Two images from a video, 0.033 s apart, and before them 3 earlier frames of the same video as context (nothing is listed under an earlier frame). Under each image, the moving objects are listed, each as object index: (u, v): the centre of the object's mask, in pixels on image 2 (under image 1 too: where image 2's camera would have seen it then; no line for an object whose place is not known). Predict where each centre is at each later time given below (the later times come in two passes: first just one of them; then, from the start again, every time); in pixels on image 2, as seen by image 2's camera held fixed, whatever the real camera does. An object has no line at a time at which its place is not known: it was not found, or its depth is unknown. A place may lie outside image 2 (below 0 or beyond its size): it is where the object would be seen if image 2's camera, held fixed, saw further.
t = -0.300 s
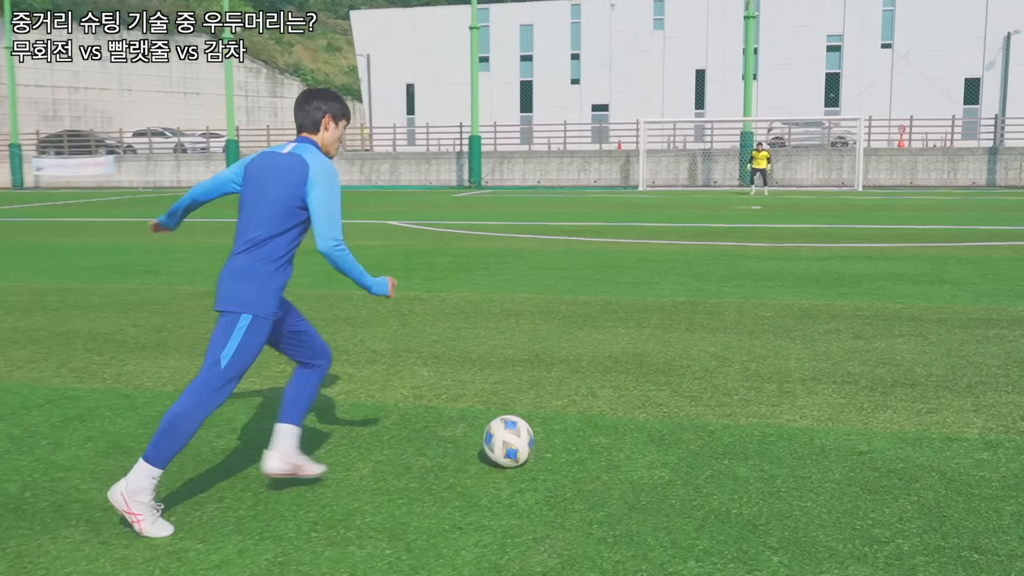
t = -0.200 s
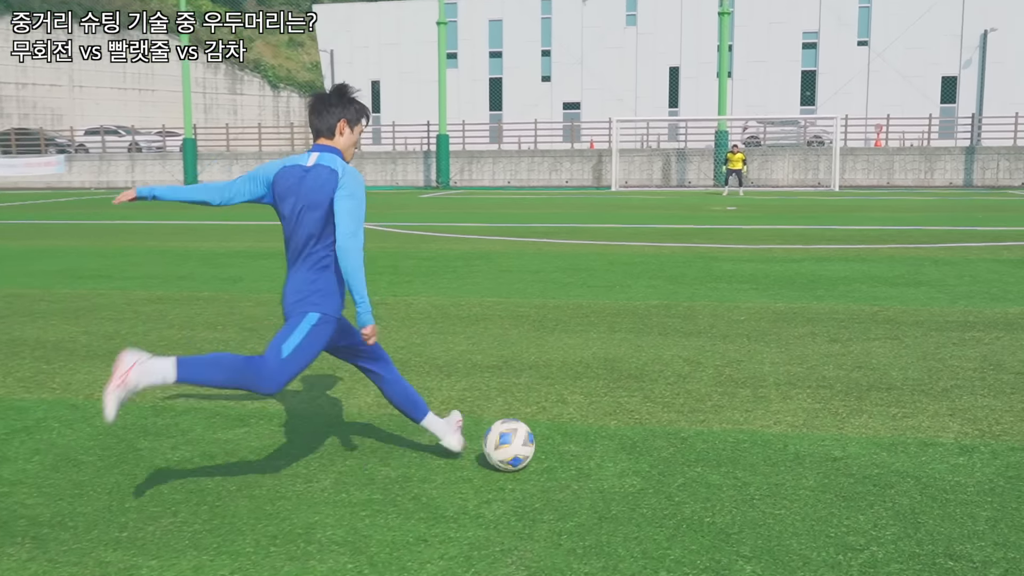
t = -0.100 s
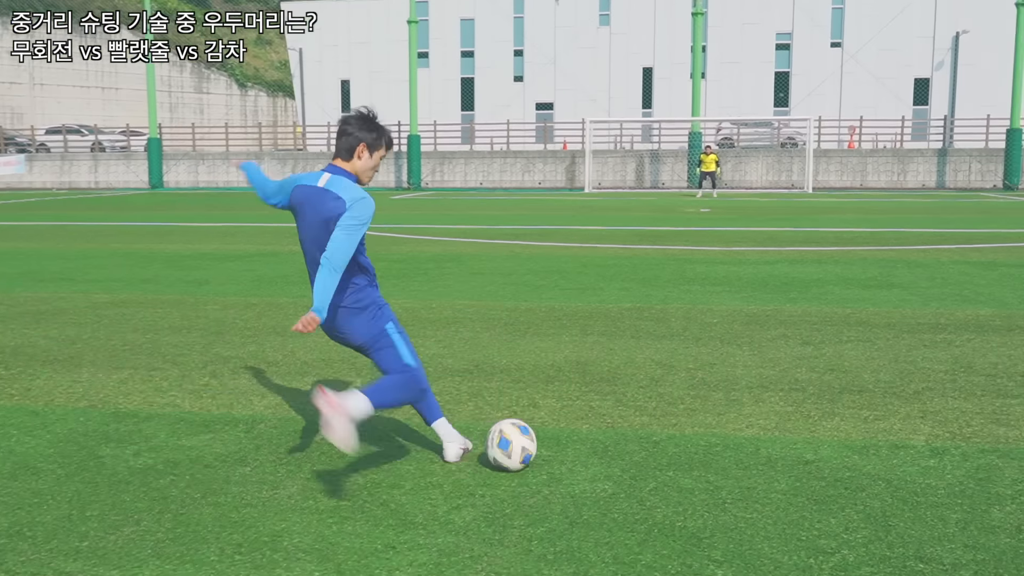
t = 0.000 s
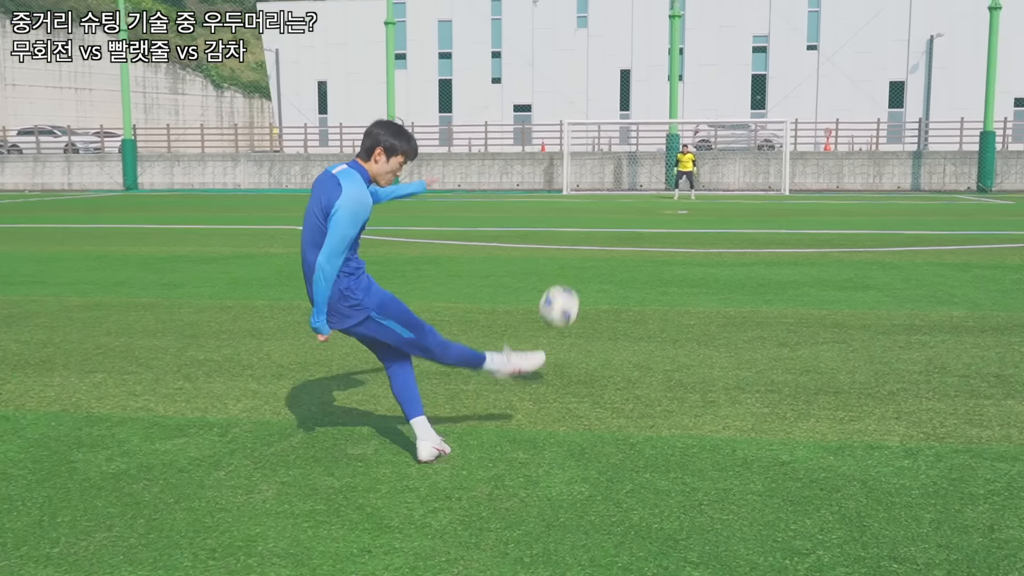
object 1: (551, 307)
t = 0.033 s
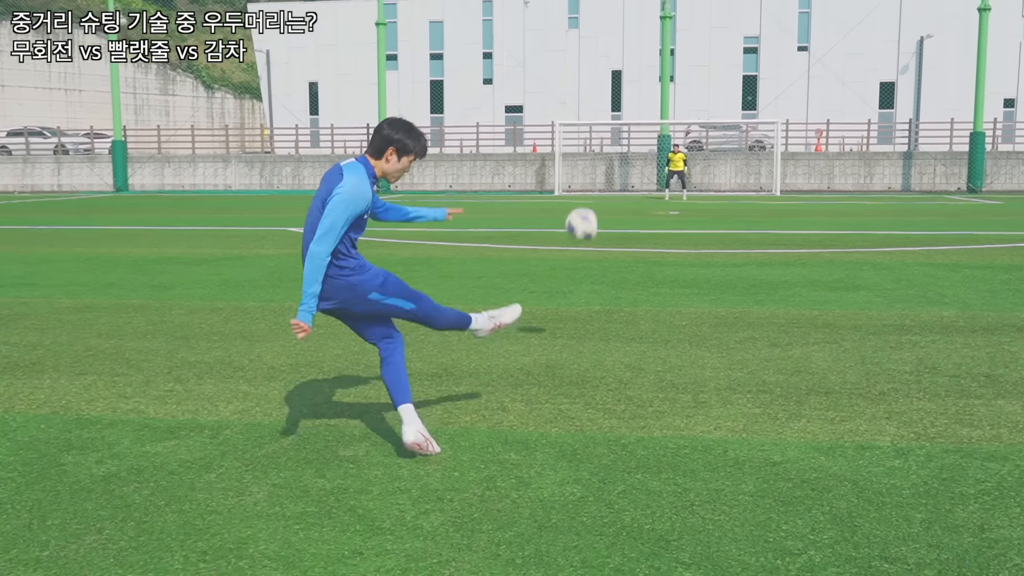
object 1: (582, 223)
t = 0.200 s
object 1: (621, 97)
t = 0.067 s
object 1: (595, 186)
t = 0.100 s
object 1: (605, 156)
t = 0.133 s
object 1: (612, 132)
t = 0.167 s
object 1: (618, 112)
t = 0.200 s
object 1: (621, 97)
